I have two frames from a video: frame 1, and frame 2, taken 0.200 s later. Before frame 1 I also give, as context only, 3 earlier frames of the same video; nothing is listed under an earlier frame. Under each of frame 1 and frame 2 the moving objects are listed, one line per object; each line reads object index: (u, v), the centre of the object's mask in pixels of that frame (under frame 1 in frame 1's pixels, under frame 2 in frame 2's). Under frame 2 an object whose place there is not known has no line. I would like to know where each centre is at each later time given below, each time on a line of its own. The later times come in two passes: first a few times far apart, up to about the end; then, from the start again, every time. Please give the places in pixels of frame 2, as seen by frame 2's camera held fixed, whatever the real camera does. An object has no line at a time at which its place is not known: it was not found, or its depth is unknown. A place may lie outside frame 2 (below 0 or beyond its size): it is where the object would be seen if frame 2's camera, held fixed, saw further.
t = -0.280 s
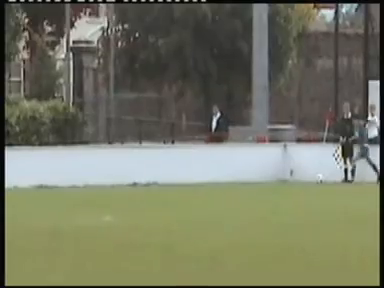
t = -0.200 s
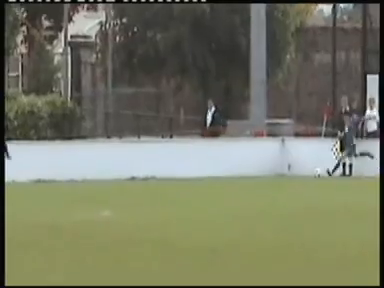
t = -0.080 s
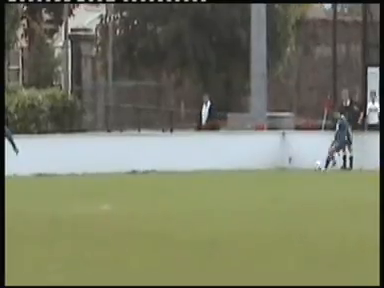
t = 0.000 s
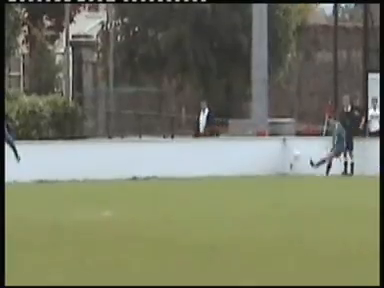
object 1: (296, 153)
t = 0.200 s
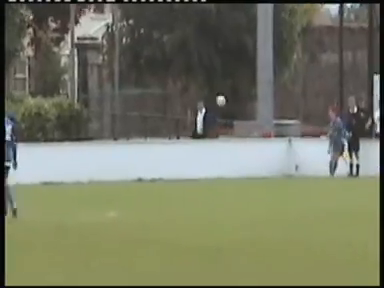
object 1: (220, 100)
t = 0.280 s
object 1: (189, 81)
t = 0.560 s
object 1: (85, 40)
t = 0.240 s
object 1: (205, 91)
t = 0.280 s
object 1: (189, 81)
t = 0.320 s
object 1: (174, 73)
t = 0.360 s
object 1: (159, 67)
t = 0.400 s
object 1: (145, 60)
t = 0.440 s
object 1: (129, 54)
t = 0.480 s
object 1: (114, 49)
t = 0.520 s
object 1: (100, 44)
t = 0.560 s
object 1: (85, 40)
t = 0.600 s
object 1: (71, 37)
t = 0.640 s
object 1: (56, 34)
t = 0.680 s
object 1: (42, 33)
